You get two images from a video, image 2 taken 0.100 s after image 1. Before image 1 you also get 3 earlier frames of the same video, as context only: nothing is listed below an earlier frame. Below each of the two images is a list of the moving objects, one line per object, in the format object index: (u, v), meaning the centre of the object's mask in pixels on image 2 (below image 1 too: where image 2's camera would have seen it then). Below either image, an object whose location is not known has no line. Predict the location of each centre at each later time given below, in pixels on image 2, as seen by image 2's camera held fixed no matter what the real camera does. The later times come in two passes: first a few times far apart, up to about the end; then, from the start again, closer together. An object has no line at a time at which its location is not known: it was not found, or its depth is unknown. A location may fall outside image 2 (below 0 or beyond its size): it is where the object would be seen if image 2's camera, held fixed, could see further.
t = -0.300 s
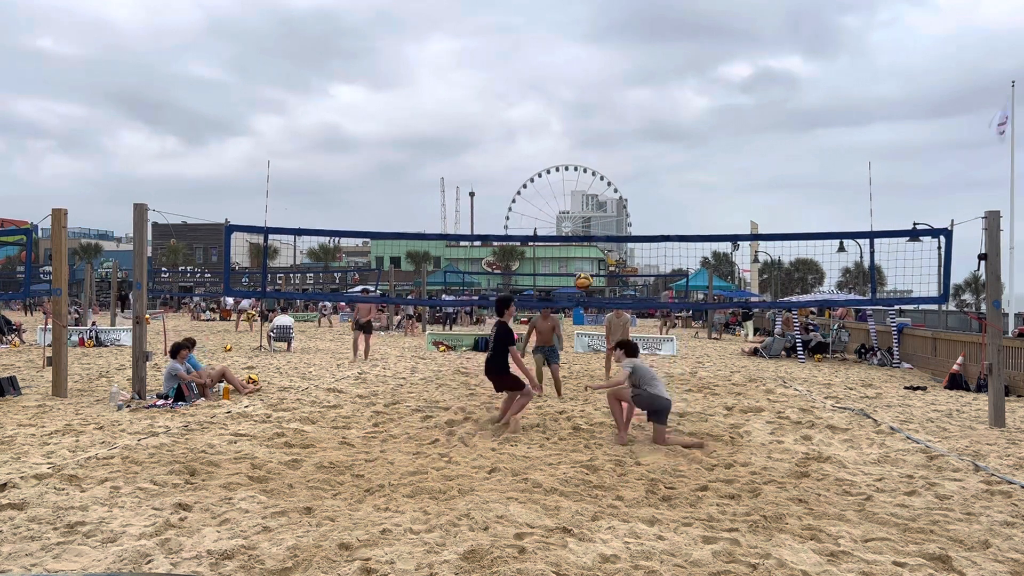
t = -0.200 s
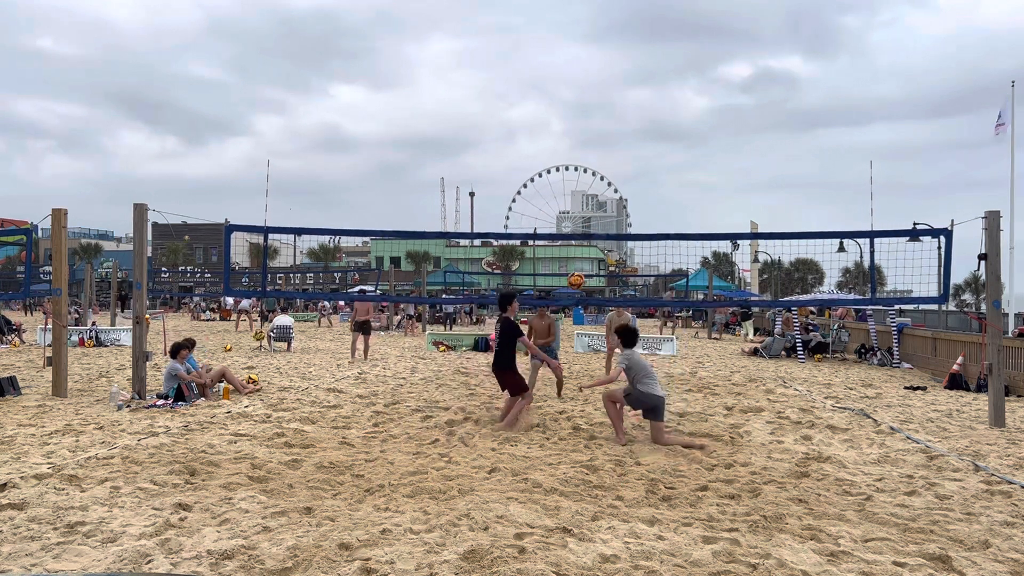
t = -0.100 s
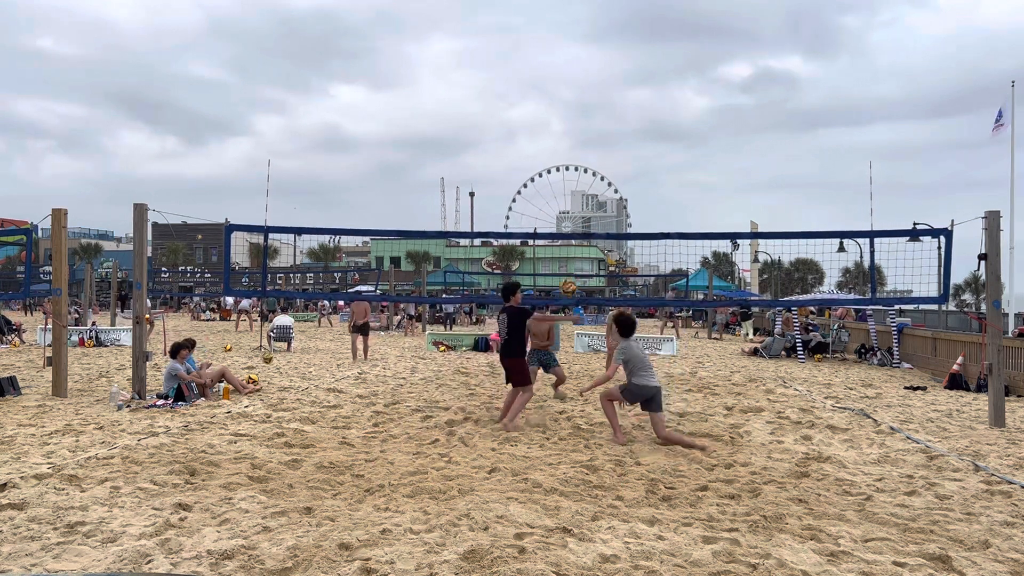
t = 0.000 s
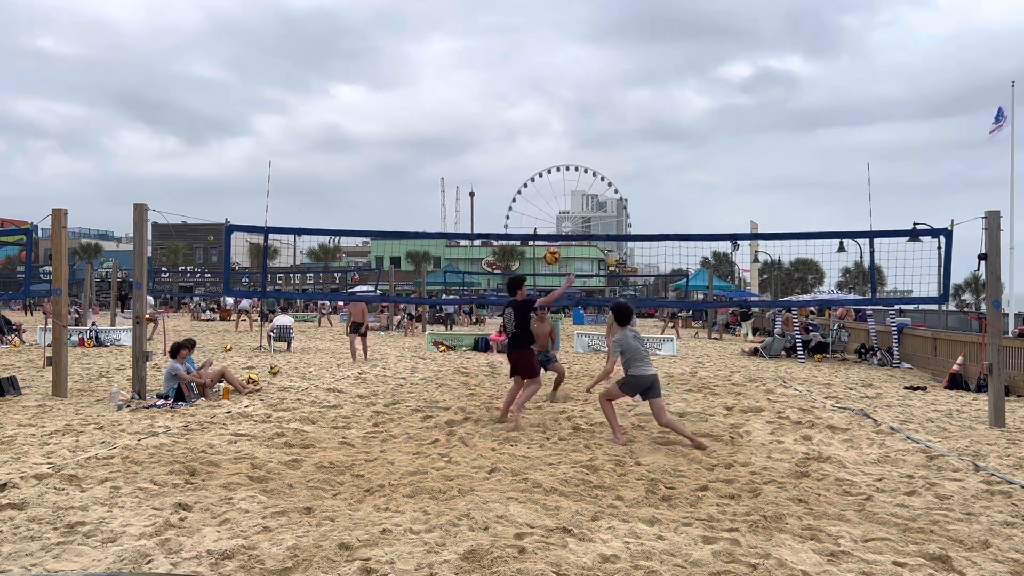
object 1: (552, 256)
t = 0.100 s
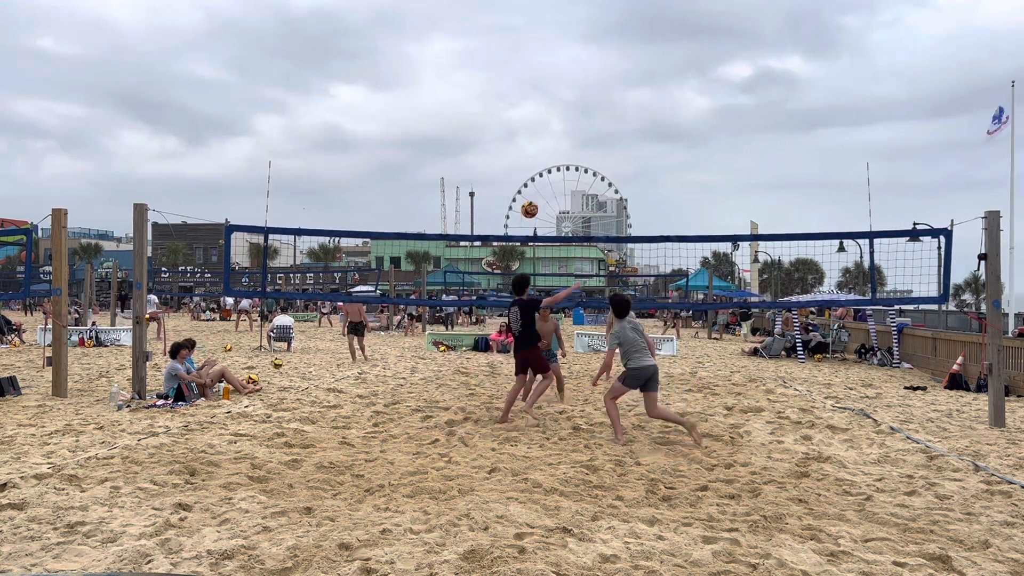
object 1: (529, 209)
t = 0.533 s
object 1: (446, 117)
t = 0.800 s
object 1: (404, 132)
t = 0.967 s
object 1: (381, 162)
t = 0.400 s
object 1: (470, 129)
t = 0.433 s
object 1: (464, 124)
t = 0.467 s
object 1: (458, 121)
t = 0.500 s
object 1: (452, 119)
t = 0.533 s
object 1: (446, 117)
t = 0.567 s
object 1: (441, 116)
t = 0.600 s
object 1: (435, 116)
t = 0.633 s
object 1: (430, 117)
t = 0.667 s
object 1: (425, 118)
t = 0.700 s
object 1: (419, 121)
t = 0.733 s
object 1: (414, 123)
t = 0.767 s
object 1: (409, 127)
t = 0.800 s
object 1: (404, 132)
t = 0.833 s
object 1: (399, 137)
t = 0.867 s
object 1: (395, 142)
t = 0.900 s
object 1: (390, 148)
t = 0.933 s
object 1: (385, 155)
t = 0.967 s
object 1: (381, 162)
